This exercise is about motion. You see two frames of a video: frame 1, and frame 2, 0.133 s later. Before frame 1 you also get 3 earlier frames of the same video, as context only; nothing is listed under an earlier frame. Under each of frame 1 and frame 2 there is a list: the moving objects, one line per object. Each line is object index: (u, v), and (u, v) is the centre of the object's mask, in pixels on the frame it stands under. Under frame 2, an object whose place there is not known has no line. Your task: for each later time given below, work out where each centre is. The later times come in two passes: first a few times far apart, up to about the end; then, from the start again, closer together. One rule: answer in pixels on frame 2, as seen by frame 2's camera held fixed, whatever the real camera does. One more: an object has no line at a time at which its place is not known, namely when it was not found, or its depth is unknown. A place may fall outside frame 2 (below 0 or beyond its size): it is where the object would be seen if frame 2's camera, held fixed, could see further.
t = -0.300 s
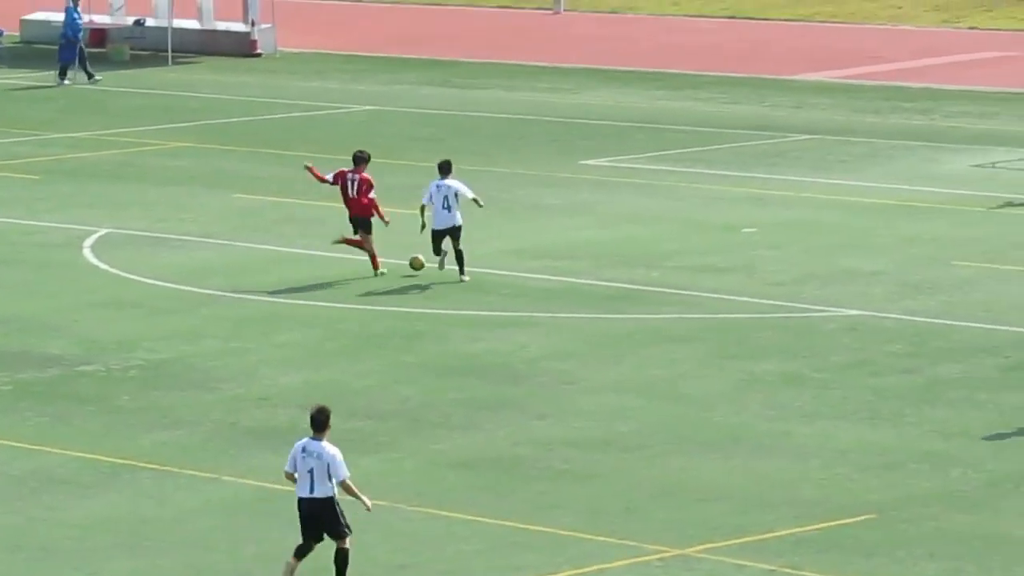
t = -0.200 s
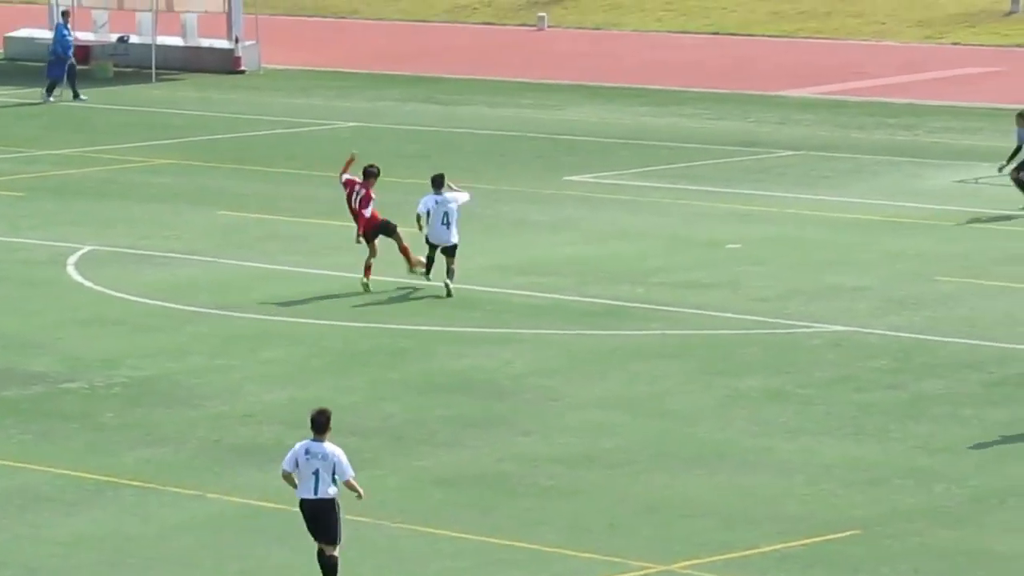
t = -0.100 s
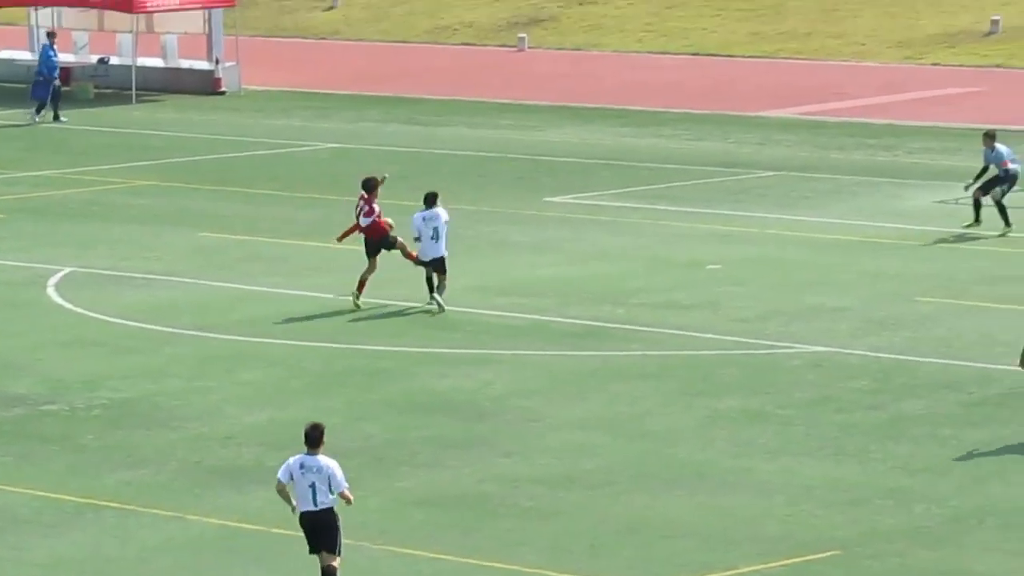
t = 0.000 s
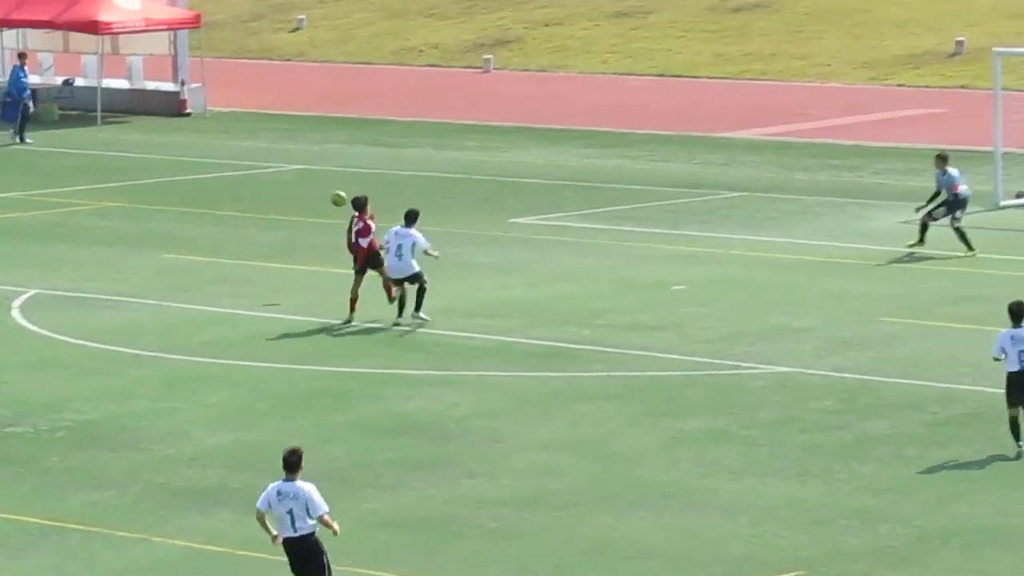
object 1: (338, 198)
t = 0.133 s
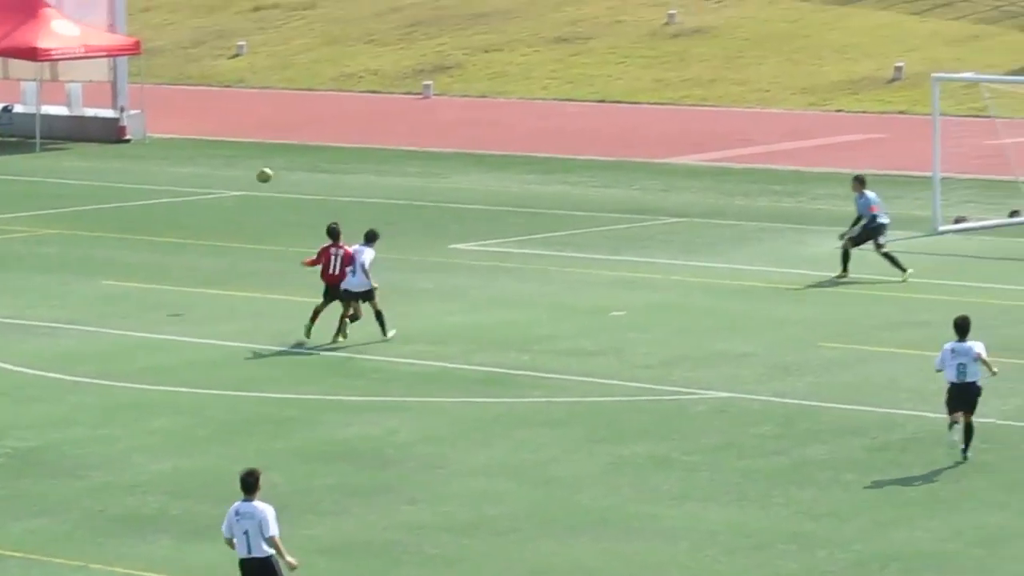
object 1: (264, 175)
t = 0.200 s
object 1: (258, 157)
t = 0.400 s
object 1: (241, 123)
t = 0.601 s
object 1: (227, 113)
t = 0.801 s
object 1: (216, 126)
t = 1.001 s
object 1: (204, 156)
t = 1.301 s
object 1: (190, 176)
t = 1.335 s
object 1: (189, 169)
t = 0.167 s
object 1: (260, 166)
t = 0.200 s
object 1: (258, 157)
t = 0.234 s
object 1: (254, 149)
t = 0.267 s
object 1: (251, 142)
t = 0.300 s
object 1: (249, 136)
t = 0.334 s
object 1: (247, 131)
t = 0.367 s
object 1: (244, 126)
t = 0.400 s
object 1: (241, 123)
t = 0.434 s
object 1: (239, 120)
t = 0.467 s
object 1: (236, 117)
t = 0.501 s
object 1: (234, 115)
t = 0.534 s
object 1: (232, 113)
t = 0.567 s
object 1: (230, 113)
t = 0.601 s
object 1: (227, 113)
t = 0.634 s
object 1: (225, 114)
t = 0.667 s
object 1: (223, 116)
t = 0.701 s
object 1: (220, 117)
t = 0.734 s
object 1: (219, 119)
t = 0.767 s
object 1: (217, 122)
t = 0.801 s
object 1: (216, 126)
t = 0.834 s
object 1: (213, 130)
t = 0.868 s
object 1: (210, 134)
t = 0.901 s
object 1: (208, 139)
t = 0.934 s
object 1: (207, 144)
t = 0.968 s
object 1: (205, 150)
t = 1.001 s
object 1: (204, 156)
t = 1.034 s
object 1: (202, 164)
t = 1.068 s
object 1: (200, 171)
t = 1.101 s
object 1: (198, 179)
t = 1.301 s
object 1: (190, 176)
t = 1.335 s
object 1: (189, 169)
